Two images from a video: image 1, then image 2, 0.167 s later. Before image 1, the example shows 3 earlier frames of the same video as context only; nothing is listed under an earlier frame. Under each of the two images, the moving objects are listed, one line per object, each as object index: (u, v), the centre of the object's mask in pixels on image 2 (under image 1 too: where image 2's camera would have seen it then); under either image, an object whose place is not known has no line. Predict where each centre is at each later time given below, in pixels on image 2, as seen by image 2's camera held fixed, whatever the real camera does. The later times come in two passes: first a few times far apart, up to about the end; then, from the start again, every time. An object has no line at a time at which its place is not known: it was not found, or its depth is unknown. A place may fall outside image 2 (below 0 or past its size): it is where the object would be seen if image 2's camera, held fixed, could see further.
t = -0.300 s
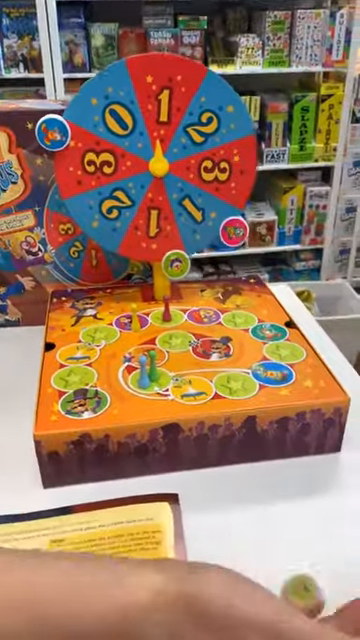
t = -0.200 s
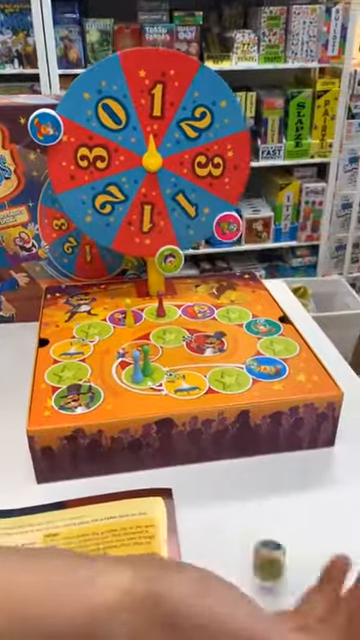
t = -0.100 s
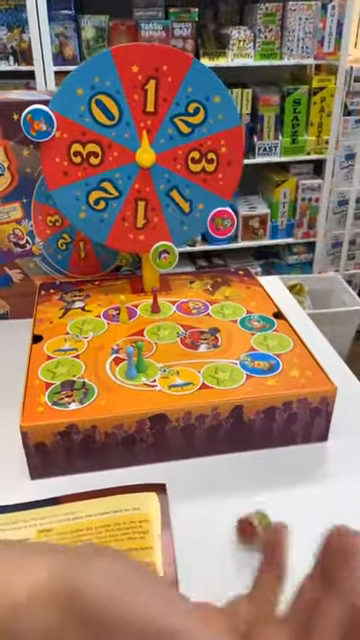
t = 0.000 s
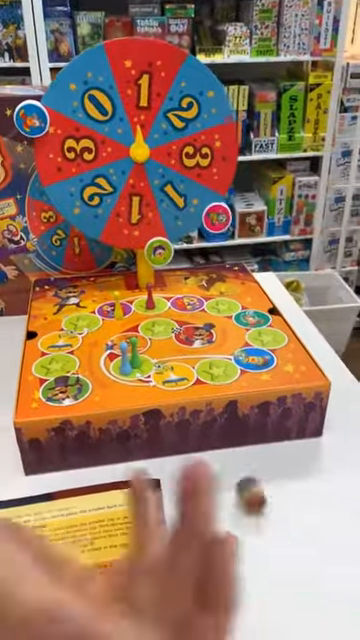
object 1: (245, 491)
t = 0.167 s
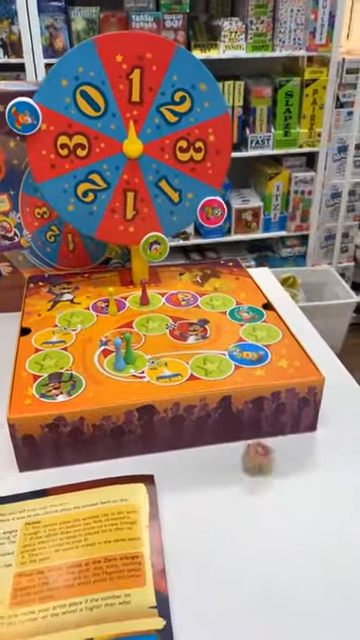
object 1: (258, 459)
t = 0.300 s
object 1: (262, 450)
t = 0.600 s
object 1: (262, 450)
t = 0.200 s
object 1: (260, 457)
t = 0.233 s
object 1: (261, 453)
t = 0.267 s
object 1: (262, 451)
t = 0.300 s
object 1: (262, 450)
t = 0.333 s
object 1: (262, 450)
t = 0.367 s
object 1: (262, 450)
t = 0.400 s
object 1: (262, 451)
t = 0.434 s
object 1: (262, 451)
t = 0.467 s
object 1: (262, 450)
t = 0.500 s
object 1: (262, 450)
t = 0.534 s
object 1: (262, 450)
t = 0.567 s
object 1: (262, 451)
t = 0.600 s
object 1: (262, 450)
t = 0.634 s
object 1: (262, 450)
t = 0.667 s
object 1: (262, 451)
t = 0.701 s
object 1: (262, 450)
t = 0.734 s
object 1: (262, 450)
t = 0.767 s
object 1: (262, 451)
